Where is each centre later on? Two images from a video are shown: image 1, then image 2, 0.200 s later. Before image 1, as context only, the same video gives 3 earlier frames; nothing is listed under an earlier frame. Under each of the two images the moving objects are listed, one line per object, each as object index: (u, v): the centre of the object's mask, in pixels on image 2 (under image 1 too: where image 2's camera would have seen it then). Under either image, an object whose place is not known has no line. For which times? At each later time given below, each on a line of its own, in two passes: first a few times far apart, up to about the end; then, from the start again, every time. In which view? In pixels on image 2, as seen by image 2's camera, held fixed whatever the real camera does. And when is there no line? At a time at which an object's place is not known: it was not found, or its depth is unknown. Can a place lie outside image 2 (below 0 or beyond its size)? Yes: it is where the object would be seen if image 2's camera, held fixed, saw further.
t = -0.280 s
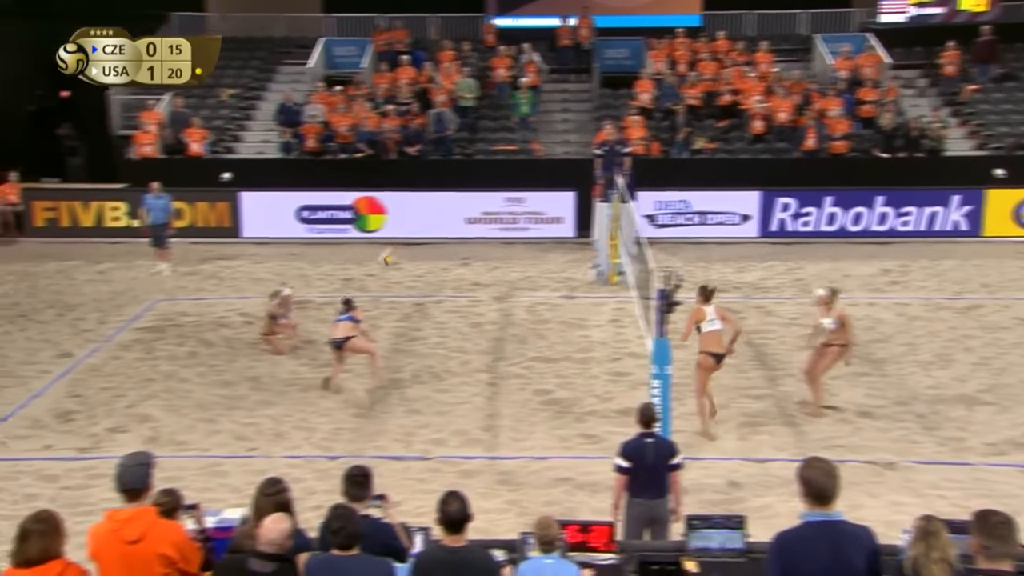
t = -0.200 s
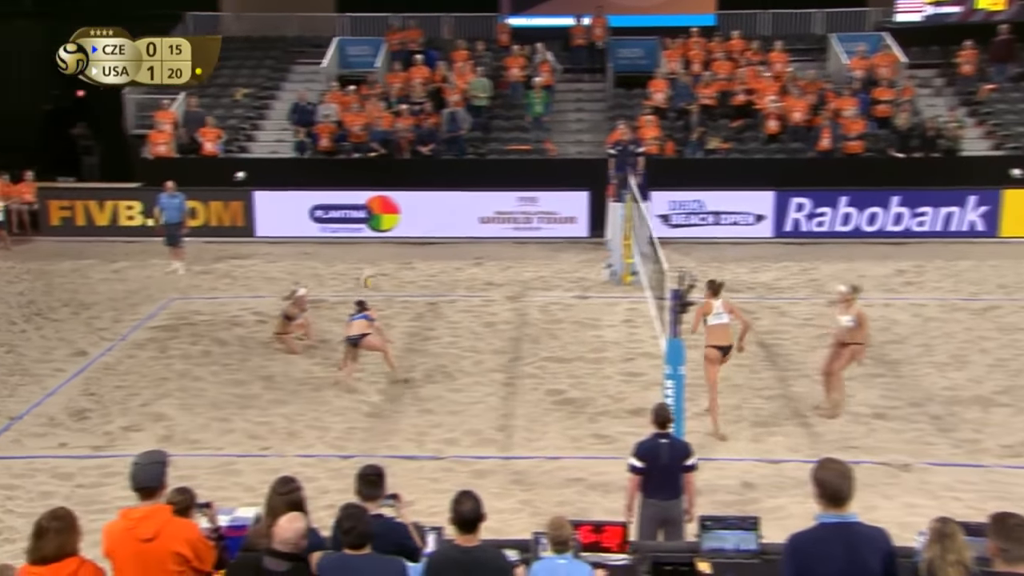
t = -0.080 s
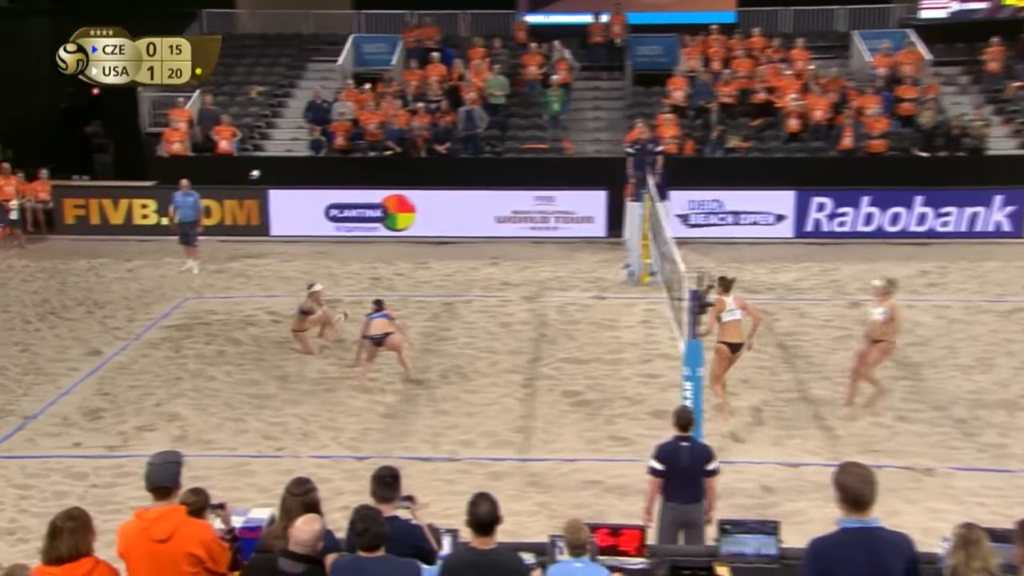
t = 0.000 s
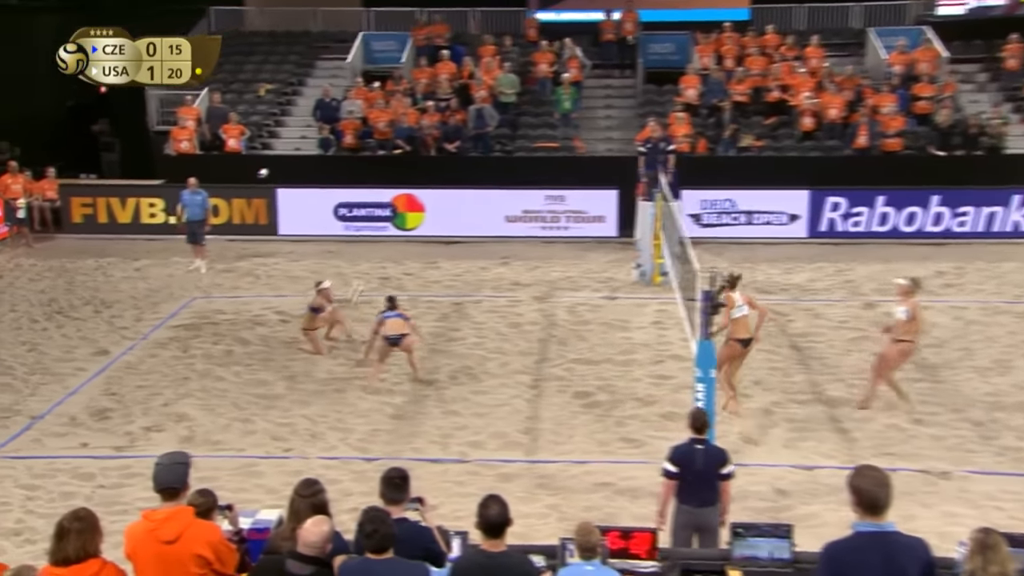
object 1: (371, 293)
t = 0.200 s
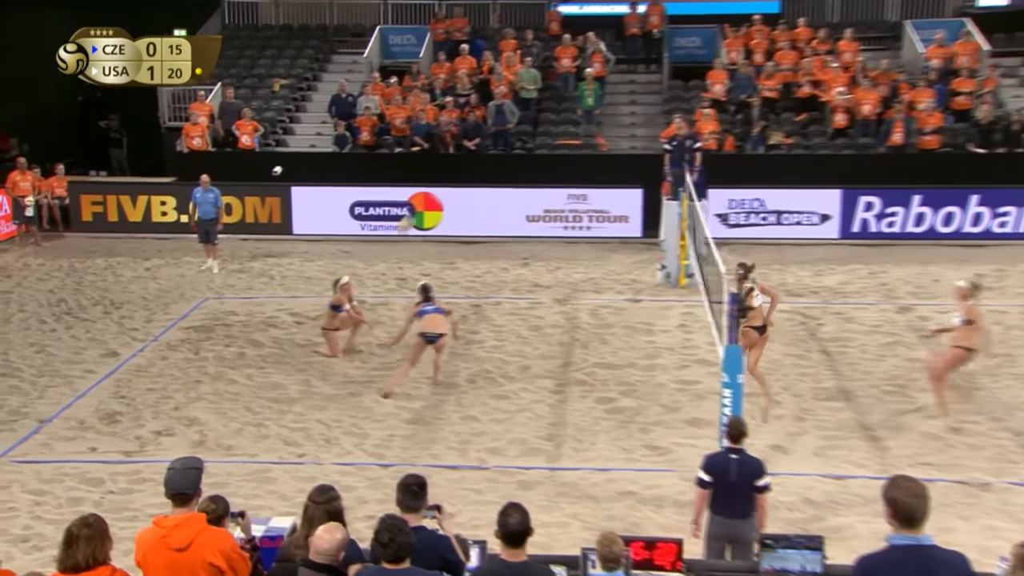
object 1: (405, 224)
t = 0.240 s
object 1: (412, 213)
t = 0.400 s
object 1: (441, 180)
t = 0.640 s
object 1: (483, 164)
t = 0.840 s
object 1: (519, 181)
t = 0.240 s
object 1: (412, 213)
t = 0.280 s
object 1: (419, 204)
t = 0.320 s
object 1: (425, 198)
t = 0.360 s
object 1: (435, 185)
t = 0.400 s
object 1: (441, 180)
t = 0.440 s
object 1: (448, 175)
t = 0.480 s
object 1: (455, 171)
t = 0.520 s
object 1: (462, 168)
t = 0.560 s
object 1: (469, 165)
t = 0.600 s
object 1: (476, 164)
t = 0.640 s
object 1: (483, 164)
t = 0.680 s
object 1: (490, 165)
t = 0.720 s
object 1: (498, 168)
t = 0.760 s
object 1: (505, 171)
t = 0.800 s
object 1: (512, 175)
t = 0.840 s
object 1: (519, 181)
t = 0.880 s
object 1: (526, 188)
